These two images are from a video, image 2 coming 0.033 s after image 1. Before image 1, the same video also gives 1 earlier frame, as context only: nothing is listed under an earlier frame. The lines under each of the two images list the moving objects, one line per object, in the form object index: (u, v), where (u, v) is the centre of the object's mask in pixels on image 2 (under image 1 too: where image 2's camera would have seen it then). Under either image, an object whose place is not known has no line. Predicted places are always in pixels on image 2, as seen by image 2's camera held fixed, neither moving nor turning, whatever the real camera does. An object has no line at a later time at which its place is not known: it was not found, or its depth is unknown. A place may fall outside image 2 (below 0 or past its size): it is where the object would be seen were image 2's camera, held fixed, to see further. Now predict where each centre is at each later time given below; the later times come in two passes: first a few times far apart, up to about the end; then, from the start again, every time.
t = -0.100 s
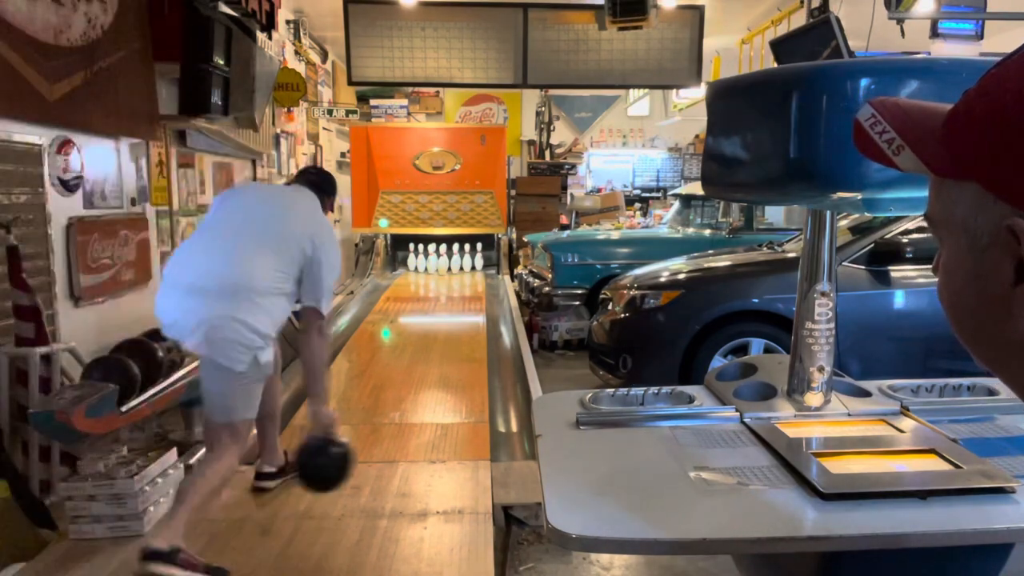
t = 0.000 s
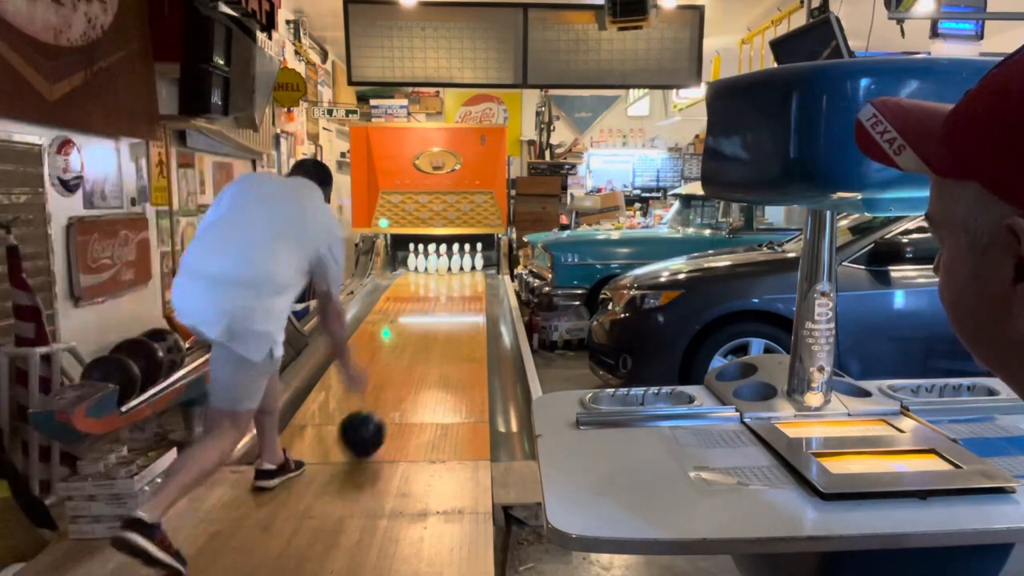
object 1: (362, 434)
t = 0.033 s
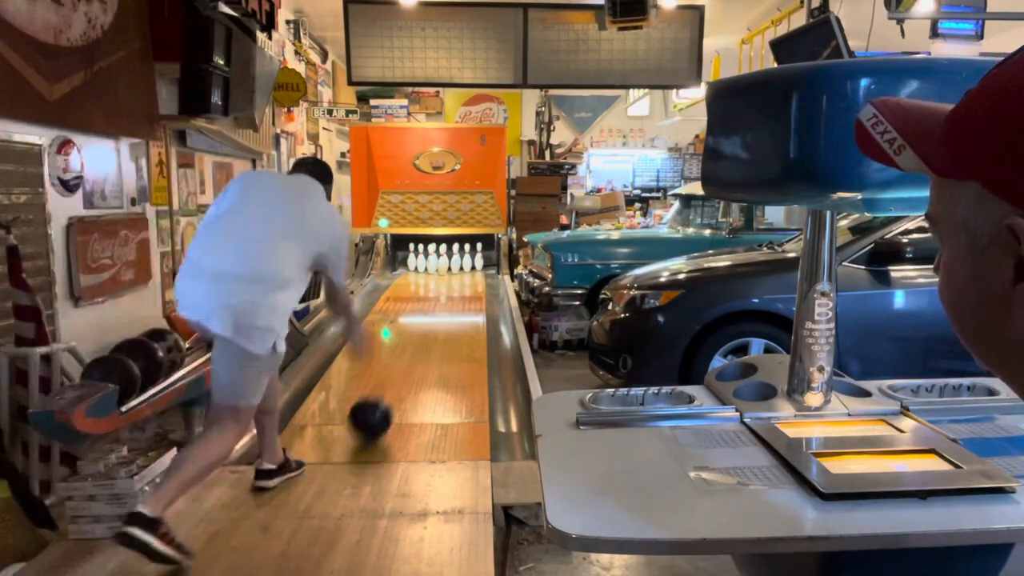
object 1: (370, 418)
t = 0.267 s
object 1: (407, 336)
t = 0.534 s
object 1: (428, 290)
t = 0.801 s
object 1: (440, 269)
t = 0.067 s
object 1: (377, 405)
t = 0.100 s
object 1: (384, 390)
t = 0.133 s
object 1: (389, 377)
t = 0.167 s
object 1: (395, 365)
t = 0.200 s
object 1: (399, 354)
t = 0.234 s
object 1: (403, 344)
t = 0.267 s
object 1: (407, 336)
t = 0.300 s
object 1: (410, 329)
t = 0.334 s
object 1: (413, 322)
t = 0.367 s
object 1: (416, 315)
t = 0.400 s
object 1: (419, 309)
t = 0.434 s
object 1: (421, 305)
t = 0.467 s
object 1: (423, 300)
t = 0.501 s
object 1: (426, 295)
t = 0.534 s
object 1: (428, 290)
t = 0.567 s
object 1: (429, 287)
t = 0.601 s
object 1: (431, 284)
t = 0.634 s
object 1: (433, 281)
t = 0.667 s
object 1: (434, 278)
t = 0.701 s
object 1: (436, 276)
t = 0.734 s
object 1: (437, 274)
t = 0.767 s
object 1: (439, 272)
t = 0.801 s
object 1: (440, 269)
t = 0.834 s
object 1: (442, 266)
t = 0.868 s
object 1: (442, 265)
